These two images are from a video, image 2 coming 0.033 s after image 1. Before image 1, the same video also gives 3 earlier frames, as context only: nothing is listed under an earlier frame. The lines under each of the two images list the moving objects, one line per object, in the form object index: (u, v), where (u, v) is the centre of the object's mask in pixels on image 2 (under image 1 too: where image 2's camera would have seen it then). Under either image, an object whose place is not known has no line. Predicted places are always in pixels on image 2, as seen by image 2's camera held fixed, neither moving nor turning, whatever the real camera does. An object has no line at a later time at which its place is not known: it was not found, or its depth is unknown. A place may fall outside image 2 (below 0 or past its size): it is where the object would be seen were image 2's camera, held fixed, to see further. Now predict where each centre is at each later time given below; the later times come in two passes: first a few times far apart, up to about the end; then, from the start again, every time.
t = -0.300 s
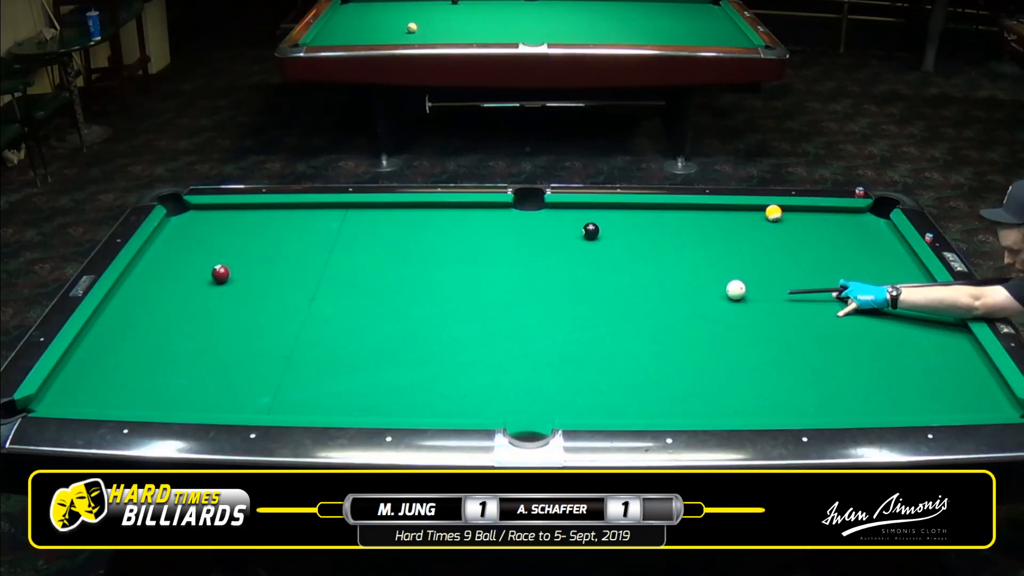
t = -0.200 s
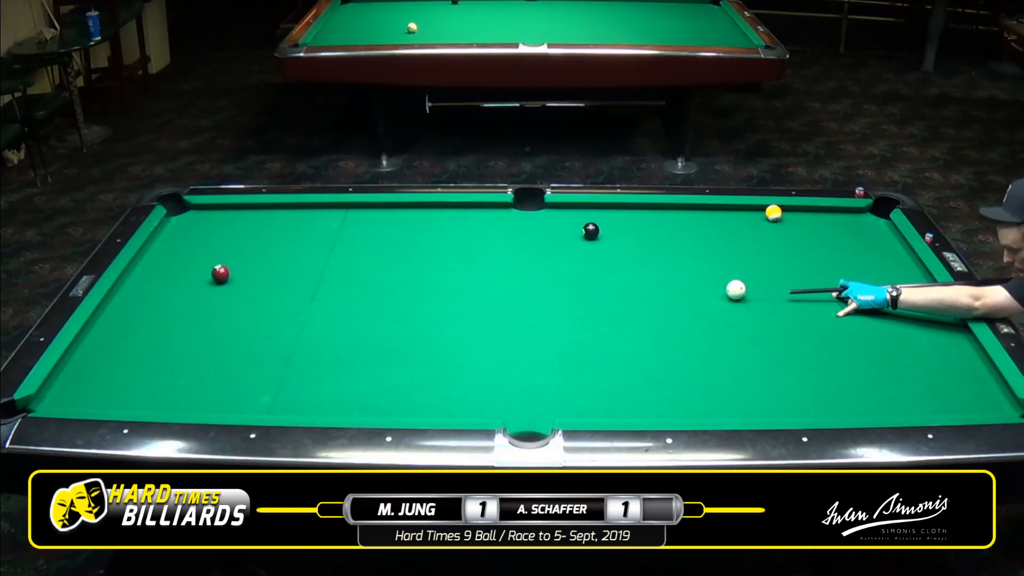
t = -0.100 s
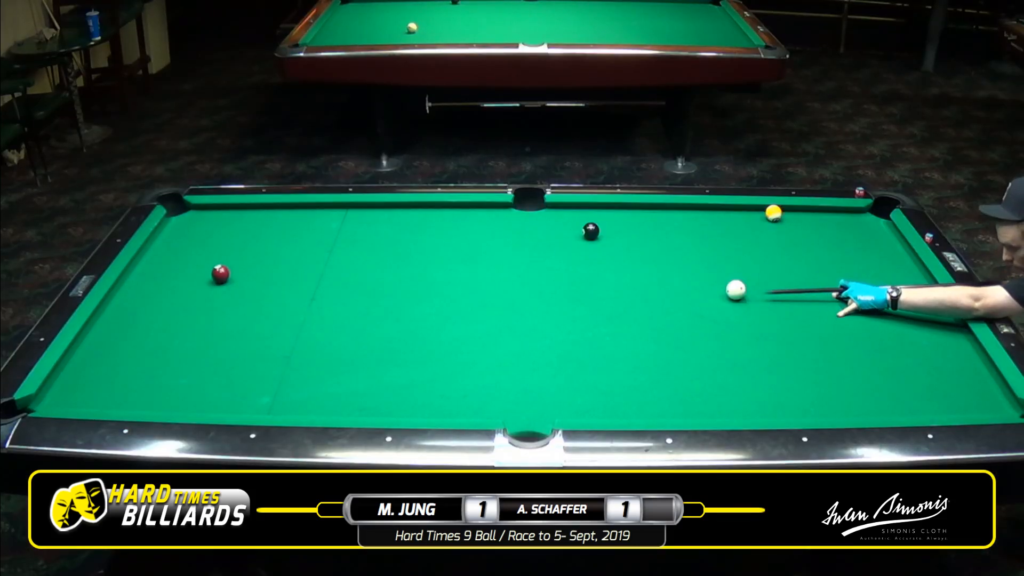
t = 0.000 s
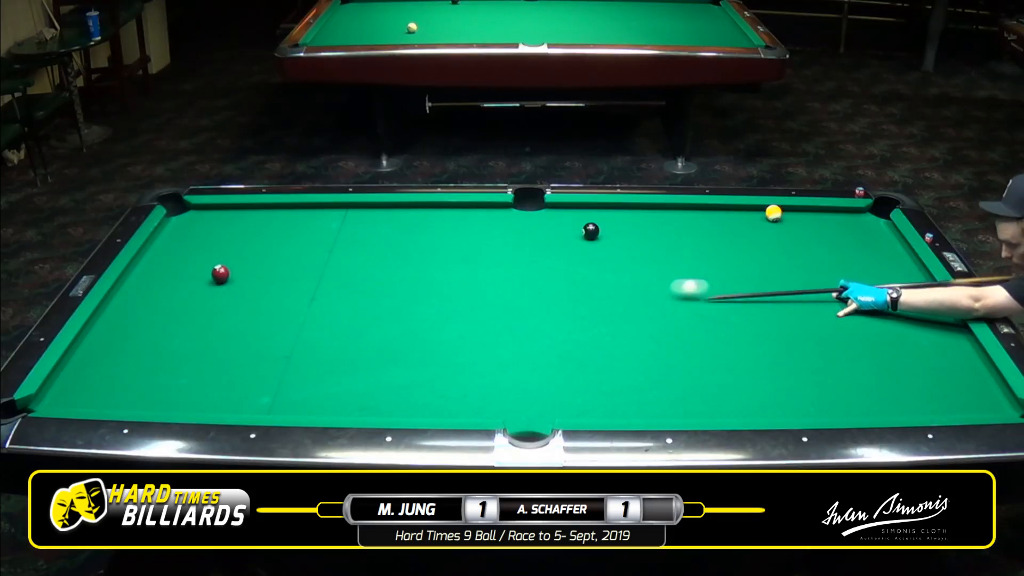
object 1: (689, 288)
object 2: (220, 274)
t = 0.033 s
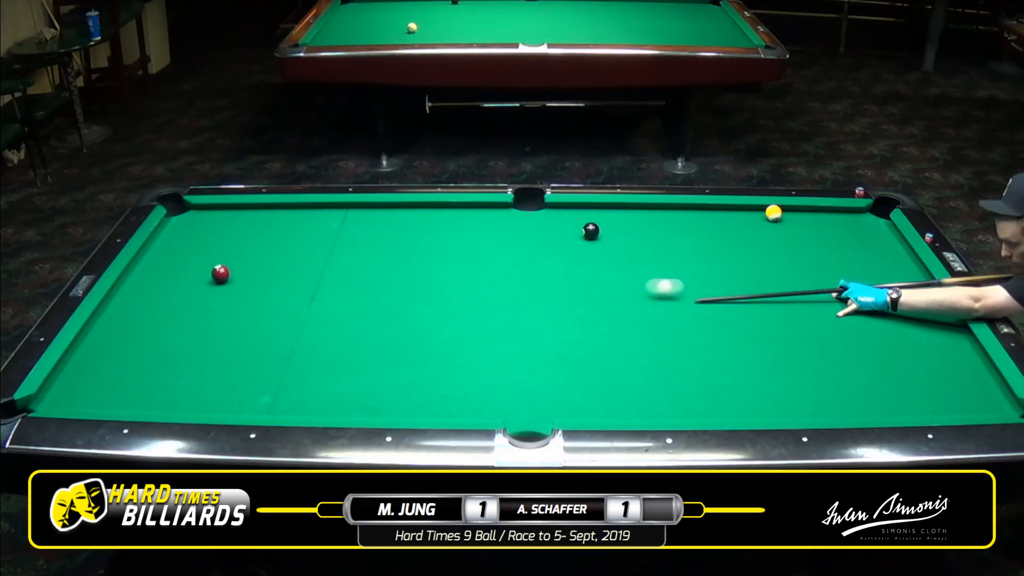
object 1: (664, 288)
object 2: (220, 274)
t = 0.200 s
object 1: (555, 286)
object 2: (220, 274)
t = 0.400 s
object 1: (449, 285)
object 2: (220, 274)
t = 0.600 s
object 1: (345, 284)
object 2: (220, 274)
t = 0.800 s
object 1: (247, 282)
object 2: (220, 274)
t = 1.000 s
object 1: (156, 292)
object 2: (219, 266)
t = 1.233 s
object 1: (134, 313)
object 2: (217, 254)
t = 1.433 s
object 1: (167, 336)
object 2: (216, 245)
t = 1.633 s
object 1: (202, 361)
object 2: (215, 237)
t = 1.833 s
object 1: (241, 388)
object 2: (214, 230)
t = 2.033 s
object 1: (285, 406)
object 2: (213, 223)
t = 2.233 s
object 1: (334, 392)
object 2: (213, 217)
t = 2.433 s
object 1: (381, 377)
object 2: (212, 211)
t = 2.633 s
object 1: (424, 362)
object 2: (210, 209)
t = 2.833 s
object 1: (465, 348)
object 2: (205, 212)
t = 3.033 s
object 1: (502, 335)
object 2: (201, 215)
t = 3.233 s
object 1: (537, 323)
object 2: (197, 218)
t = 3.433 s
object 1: (569, 312)
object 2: (193, 220)
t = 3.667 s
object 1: (604, 300)
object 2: (189, 223)
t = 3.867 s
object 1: (632, 291)
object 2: (187, 224)
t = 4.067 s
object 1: (657, 282)
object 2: (185, 225)
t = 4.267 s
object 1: (681, 274)
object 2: (184, 226)
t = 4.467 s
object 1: (702, 266)
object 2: (183, 226)
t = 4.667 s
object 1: (722, 259)
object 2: (183, 226)
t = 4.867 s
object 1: (740, 253)
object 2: (183, 226)
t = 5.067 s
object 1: (757, 246)
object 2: (183, 226)
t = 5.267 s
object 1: (773, 241)
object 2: (183, 226)
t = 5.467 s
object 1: (787, 235)
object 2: (183, 226)
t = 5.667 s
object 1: (800, 231)
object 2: (183, 226)
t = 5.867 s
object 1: (812, 226)
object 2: (183, 226)
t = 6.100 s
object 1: (825, 221)
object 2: (183, 226)
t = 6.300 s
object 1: (835, 218)
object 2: (183, 226)
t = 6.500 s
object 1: (844, 214)
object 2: (183, 226)
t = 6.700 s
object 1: (852, 211)
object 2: (183, 226)
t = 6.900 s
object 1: (860, 213)
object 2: (183, 226)
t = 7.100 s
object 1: (867, 215)
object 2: (183, 226)
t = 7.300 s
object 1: (873, 217)
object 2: (183, 226)
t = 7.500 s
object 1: (878, 218)
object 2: (183, 226)
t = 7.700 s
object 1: (883, 220)
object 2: (183, 226)
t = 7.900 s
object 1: (883, 221)
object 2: (183, 226)
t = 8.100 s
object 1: (883, 221)
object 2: (183, 226)
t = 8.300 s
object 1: (883, 221)
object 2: (183, 226)
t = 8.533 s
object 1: (883, 221)
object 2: (183, 226)
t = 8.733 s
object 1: (883, 221)
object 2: (183, 226)
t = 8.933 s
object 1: (883, 221)
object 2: (183, 226)
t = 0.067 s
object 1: (640, 288)
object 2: (220, 274)
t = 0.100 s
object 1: (617, 287)
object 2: (220, 274)
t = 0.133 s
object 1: (596, 287)
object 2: (220, 274)
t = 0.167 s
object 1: (575, 287)
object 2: (220, 274)
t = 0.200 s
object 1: (555, 286)
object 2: (220, 274)
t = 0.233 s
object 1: (537, 286)
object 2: (220, 274)
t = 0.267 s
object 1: (519, 286)
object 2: (220, 274)
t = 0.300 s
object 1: (502, 286)
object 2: (220, 274)
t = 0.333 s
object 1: (484, 285)
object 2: (220, 274)
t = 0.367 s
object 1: (466, 285)
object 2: (220, 274)
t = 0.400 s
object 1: (449, 285)
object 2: (220, 274)
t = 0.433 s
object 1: (431, 285)
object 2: (220, 274)
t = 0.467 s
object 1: (414, 284)
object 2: (220, 274)
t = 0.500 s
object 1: (397, 284)
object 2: (220, 274)
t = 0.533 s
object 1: (379, 284)
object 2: (220, 274)
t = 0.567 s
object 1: (362, 284)
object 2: (220, 274)
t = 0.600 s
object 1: (345, 284)
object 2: (220, 274)
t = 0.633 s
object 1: (329, 284)
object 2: (220, 274)
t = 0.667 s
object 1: (312, 283)
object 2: (220, 274)
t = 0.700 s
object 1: (296, 283)
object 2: (220, 274)
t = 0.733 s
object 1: (280, 283)
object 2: (220, 274)
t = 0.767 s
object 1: (263, 283)
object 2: (220, 274)
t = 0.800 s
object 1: (247, 282)
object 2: (220, 274)
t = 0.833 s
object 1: (233, 282)
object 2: (219, 271)
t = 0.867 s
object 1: (216, 283)
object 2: (220, 269)
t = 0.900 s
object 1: (201, 286)
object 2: (220, 270)
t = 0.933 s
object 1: (186, 288)
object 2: (219, 269)
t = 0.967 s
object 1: (171, 290)
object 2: (219, 267)
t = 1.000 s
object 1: (156, 292)
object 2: (219, 266)
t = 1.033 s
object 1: (141, 294)
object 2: (219, 264)
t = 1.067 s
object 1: (126, 296)
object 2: (218, 262)
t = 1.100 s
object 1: (113, 299)
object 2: (218, 261)
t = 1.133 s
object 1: (116, 302)
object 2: (218, 259)
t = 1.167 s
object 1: (123, 306)
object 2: (217, 257)
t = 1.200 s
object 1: (129, 310)
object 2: (217, 256)
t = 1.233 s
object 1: (134, 313)
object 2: (217, 254)
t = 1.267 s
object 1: (140, 317)
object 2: (217, 253)
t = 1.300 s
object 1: (145, 321)
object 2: (217, 251)
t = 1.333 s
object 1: (150, 325)
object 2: (216, 250)
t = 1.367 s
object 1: (156, 328)
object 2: (216, 248)
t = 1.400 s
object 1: (161, 332)
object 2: (216, 247)
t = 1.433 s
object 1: (167, 336)
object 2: (216, 245)
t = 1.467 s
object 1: (173, 340)
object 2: (216, 244)
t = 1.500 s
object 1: (178, 344)
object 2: (215, 243)
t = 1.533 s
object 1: (184, 348)
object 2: (215, 241)
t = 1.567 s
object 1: (190, 353)
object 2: (215, 240)
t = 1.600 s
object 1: (196, 357)
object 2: (215, 238)
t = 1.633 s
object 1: (202, 361)
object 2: (215, 237)
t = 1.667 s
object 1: (209, 366)
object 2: (215, 236)
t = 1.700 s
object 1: (215, 370)
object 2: (214, 235)
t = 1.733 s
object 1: (222, 374)
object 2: (214, 234)
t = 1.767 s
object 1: (228, 379)
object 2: (214, 232)
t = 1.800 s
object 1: (235, 383)
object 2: (214, 231)
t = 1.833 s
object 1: (241, 388)
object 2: (214, 230)
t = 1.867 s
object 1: (248, 393)
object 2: (214, 228)
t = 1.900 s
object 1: (255, 398)
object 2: (214, 227)
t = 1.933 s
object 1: (262, 402)
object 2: (213, 226)
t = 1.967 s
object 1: (269, 405)
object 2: (213, 225)
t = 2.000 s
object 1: (277, 408)
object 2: (213, 224)
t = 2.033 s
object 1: (285, 406)
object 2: (213, 223)
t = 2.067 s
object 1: (293, 404)
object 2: (213, 222)
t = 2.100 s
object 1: (302, 403)
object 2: (213, 221)
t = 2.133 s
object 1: (310, 400)
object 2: (213, 220)
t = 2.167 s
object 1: (318, 398)
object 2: (213, 219)
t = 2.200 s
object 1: (326, 395)
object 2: (213, 218)
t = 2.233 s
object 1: (334, 392)
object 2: (213, 217)
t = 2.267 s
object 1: (343, 389)
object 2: (213, 215)
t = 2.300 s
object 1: (351, 387)
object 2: (213, 214)
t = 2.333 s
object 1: (358, 384)
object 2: (212, 214)
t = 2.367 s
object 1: (366, 381)
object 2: (212, 213)
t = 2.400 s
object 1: (373, 379)
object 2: (212, 212)
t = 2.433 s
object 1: (381, 377)
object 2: (212, 211)
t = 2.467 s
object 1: (388, 374)
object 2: (212, 210)
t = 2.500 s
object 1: (396, 371)
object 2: (212, 209)
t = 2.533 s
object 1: (403, 369)
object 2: (212, 208)
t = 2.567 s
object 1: (410, 367)
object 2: (212, 208)
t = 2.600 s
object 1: (417, 364)
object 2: (211, 208)
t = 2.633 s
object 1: (424, 362)
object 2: (210, 209)
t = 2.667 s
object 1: (431, 360)
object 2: (209, 210)
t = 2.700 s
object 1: (438, 357)
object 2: (208, 210)
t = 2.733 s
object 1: (445, 355)
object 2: (208, 211)
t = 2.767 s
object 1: (452, 352)
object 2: (207, 211)
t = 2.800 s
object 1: (458, 350)
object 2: (206, 211)
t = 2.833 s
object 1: (465, 348)
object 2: (205, 212)
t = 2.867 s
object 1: (471, 346)
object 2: (204, 213)
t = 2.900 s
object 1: (478, 344)
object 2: (203, 213)
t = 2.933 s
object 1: (484, 342)
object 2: (203, 214)
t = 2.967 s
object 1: (490, 339)
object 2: (202, 214)
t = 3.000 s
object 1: (496, 337)
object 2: (201, 215)
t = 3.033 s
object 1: (502, 335)
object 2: (201, 215)
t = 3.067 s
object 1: (508, 333)
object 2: (200, 216)
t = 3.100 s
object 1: (514, 331)
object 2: (199, 216)
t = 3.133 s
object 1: (520, 329)
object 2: (199, 217)
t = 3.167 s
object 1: (526, 327)
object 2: (198, 217)
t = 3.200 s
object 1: (531, 325)
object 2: (197, 218)
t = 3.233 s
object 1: (537, 323)
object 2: (197, 218)
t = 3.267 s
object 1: (543, 321)
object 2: (196, 218)
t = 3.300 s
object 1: (548, 319)
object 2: (195, 219)
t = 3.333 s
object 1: (554, 318)
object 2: (195, 219)
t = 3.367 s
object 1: (559, 316)
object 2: (194, 220)
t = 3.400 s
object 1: (564, 314)
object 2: (194, 220)
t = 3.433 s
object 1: (569, 312)
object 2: (193, 220)
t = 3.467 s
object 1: (575, 310)
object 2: (192, 221)
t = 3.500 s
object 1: (580, 309)
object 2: (192, 221)
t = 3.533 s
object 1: (585, 307)
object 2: (191, 222)
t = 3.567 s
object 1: (590, 305)
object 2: (191, 222)
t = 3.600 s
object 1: (595, 304)
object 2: (190, 222)
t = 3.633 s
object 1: (599, 302)
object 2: (190, 223)
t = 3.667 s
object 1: (604, 300)
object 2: (189, 223)
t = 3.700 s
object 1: (609, 299)
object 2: (189, 223)
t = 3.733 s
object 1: (614, 297)
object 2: (188, 223)
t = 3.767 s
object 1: (618, 295)
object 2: (188, 224)
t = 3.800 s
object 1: (623, 294)
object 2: (188, 224)
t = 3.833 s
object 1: (627, 292)
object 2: (187, 224)
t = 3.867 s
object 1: (632, 291)
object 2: (187, 224)
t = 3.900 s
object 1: (636, 289)
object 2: (186, 224)
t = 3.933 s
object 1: (640, 288)
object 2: (186, 225)
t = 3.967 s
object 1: (645, 286)
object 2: (186, 225)
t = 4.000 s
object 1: (649, 285)
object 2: (186, 225)
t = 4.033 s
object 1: (653, 284)
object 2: (185, 225)
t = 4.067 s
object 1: (657, 282)
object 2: (185, 225)
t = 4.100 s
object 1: (661, 281)
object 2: (185, 225)
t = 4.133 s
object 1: (665, 279)
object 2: (185, 225)
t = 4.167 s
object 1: (669, 278)
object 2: (184, 226)
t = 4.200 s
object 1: (673, 276)
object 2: (184, 226)
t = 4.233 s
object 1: (677, 275)
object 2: (184, 226)
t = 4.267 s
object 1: (681, 274)
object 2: (184, 226)
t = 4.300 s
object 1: (684, 273)
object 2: (184, 226)
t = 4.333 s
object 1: (688, 271)
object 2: (183, 226)
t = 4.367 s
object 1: (692, 270)
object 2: (183, 226)
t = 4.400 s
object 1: (695, 269)
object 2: (183, 226)
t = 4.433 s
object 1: (699, 268)
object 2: (183, 226)
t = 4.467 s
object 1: (702, 266)
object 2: (183, 226)
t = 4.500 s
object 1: (706, 265)
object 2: (183, 226)
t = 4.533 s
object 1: (709, 264)
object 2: (183, 226)
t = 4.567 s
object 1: (712, 263)
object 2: (183, 226)
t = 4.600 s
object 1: (715, 262)
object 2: (183, 226)
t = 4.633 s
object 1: (719, 260)
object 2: (183, 226)
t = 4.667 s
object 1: (722, 259)
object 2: (183, 226)
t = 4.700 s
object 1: (725, 258)
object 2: (183, 226)
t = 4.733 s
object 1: (728, 257)
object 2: (183, 226)
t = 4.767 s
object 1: (731, 256)
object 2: (183, 226)
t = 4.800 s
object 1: (734, 255)
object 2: (183, 226)
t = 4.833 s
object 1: (737, 254)
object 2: (183, 226)
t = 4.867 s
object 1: (740, 253)
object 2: (183, 226)
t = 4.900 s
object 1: (743, 251)
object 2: (183, 226)
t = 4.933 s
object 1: (746, 250)
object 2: (183, 226)
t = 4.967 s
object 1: (749, 249)
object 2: (183, 226)
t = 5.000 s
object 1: (751, 248)
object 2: (183, 226)
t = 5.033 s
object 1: (754, 247)
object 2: (183, 226)
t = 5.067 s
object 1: (757, 246)
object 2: (183, 226)
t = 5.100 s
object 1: (759, 245)
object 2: (183, 226)
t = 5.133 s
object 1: (762, 244)
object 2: (183, 226)
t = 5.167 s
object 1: (765, 243)
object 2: (183, 226)
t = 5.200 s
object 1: (768, 242)
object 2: (183, 226)
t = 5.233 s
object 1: (770, 242)
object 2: (183, 226)
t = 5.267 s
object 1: (773, 241)
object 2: (183, 226)
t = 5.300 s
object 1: (775, 240)
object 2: (183, 226)
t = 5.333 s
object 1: (778, 239)
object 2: (183, 226)
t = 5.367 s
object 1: (780, 238)
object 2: (183, 226)
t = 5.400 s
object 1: (782, 237)
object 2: (183, 226)
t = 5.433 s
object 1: (784, 236)
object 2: (183, 226)
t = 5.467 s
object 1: (787, 235)
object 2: (183, 226)
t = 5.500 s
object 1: (789, 234)
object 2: (183, 226)
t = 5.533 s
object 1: (792, 234)
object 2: (183, 226)
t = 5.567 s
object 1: (793, 233)
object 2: (183, 226)
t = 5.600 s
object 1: (795, 232)
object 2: (183, 226)
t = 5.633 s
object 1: (798, 231)
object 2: (183, 226)
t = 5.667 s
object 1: (800, 231)
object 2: (183, 226)
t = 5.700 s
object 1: (802, 230)
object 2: (183, 226)
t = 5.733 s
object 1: (804, 229)
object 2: (183, 226)
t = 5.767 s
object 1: (806, 228)
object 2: (183, 226)
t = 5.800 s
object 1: (808, 227)
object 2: (183, 226)
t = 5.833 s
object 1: (810, 227)
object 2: (183, 226)
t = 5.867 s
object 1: (812, 226)
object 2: (183, 226)
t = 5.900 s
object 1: (814, 225)
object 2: (183, 226)
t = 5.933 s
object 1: (816, 224)
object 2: (183, 226)
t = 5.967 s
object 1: (818, 224)
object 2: (183, 226)
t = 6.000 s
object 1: (820, 223)
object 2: (183, 226)
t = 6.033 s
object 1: (822, 223)
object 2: (183, 226)
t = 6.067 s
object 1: (823, 222)
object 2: (183, 226)
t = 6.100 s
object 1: (825, 221)
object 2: (183, 226)
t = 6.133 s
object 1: (827, 221)
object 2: (183, 226)
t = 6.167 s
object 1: (828, 220)
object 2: (183, 226)
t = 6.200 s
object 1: (830, 219)
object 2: (183, 226)
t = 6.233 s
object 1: (832, 219)
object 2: (183, 226)
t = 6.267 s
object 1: (834, 218)
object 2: (183, 226)
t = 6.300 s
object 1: (835, 218)
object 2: (183, 226)
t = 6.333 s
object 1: (837, 217)
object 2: (183, 226)
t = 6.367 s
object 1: (838, 216)
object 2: (183, 226)
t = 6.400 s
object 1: (840, 216)
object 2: (183, 226)
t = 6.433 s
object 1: (841, 215)
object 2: (183, 226)
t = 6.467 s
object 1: (843, 214)
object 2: (183, 226)
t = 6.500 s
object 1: (844, 214)
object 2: (183, 226)
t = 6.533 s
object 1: (846, 213)
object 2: (183, 226)
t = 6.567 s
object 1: (847, 213)
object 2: (183, 226)
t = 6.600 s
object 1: (849, 212)
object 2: (183, 226)
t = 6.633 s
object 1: (850, 212)
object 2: (183, 226)
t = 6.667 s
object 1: (851, 211)
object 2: (183, 226)
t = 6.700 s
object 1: (852, 211)
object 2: (183, 226)
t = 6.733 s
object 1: (854, 211)
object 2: (183, 226)
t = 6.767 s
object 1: (855, 212)
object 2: (183, 226)
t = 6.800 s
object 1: (857, 212)
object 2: (183, 226)
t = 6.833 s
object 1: (858, 212)
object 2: (183, 226)
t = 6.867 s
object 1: (859, 213)
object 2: (183, 226)
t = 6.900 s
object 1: (860, 213)
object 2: (183, 226)
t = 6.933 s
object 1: (862, 213)
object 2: (183, 226)
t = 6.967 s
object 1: (863, 214)
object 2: (183, 226)
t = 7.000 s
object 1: (864, 214)
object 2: (183, 226)
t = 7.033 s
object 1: (865, 214)
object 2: (183, 226)
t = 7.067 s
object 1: (866, 215)
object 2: (183, 226)
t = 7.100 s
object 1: (867, 215)
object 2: (183, 226)
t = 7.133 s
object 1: (868, 215)
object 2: (183, 226)
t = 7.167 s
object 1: (869, 215)
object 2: (183, 226)
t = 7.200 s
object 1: (870, 216)
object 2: (183, 226)
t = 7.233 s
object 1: (871, 216)
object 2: (183, 226)
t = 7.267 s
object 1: (872, 216)
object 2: (183, 226)
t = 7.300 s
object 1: (873, 217)
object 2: (183, 226)
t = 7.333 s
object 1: (874, 217)
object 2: (183, 226)
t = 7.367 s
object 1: (875, 217)
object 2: (183, 226)
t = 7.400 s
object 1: (876, 217)
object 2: (183, 226)
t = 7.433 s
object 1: (877, 218)
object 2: (183, 226)
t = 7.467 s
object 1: (878, 218)
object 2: (183, 226)
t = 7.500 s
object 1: (878, 218)
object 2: (183, 226)
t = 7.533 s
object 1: (879, 218)
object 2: (183, 226)
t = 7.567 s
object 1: (880, 219)
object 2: (183, 226)
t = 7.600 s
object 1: (881, 219)
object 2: (183, 226)
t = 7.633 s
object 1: (882, 219)
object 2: (183, 226)
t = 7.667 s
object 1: (883, 219)
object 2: (183, 226)
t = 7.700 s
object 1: (883, 220)
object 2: (183, 226)
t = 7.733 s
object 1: (883, 220)
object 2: (183, 226)
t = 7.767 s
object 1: (884, 220)
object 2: (183, 226)
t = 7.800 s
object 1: (884, 220)
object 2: (183, 226)
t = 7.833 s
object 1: (884, 220)
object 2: (183, 226)
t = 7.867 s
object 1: (883, 220)
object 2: (183, 226)
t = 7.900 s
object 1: (883, 221)
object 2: (183, 226)
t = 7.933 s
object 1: (883, 220)
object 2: (183, 226)
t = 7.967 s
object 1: (883, 221)
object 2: (183, 226)
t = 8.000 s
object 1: (883, 221)
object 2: (183, 226)
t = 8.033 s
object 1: (883, 221)
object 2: (183, 226)
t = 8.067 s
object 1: (883, 221)
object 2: (183, 226)
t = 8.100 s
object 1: (883, 221)
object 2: (183, 226)
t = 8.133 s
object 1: (883, 221)
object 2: (183, 226)
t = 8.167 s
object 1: (883, 221)
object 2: (183, 226)
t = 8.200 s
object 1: (884, 221)
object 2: (183, 226)
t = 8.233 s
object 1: (883, 221)
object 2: (183, 226)
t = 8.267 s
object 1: (883, 221)
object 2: (183, 226)
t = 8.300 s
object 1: (883, 221)
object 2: (183, 226)
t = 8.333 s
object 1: (883, 221)
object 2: (183, 226)
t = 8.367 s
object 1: (883, 221)
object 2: (183, 226)
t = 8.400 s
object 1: (883, 221)
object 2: (183, 226)
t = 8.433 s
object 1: (883, 221)
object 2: (183, 226)
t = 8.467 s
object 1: (883, 221)
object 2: (183, 226)
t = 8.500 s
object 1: (883, 221)
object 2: (183, 226)
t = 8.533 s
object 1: (883, 221)
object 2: (183, 226)
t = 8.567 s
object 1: (883, 221)
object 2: (183, 226)
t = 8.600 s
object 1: (883, 221)
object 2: (183, 226)
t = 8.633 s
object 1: (883, 221)
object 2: (183, 226)
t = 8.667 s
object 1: (883, 221)
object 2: (183, 226)
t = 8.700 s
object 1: (883, 221)
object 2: (183, 226)
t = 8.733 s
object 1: (883, 221)
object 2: (183, 226)
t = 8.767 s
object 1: (883, 221)
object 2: (183, 226)
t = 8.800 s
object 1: (883, 221)
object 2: (183, 226)
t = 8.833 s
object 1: (883, 221)
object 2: (183, 226)
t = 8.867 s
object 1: (883, 221)
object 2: (183, 226)
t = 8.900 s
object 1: (883, 221)
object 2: (183, 226)
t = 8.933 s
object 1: (883, 221)
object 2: (183, 226)
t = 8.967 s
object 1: (883, 221)
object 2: (183, 226)
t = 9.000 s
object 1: (883, 221)
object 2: (183, 226)
